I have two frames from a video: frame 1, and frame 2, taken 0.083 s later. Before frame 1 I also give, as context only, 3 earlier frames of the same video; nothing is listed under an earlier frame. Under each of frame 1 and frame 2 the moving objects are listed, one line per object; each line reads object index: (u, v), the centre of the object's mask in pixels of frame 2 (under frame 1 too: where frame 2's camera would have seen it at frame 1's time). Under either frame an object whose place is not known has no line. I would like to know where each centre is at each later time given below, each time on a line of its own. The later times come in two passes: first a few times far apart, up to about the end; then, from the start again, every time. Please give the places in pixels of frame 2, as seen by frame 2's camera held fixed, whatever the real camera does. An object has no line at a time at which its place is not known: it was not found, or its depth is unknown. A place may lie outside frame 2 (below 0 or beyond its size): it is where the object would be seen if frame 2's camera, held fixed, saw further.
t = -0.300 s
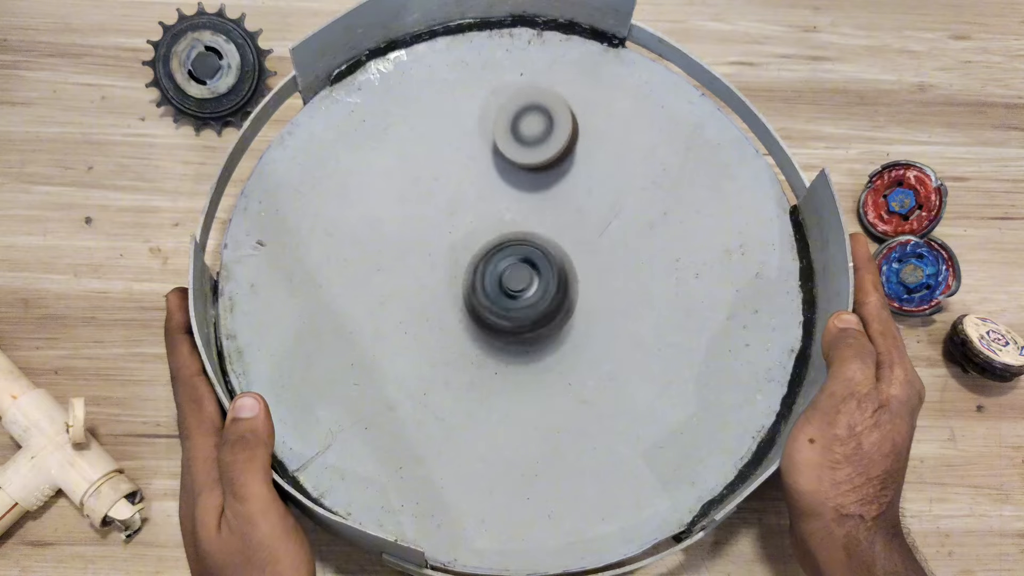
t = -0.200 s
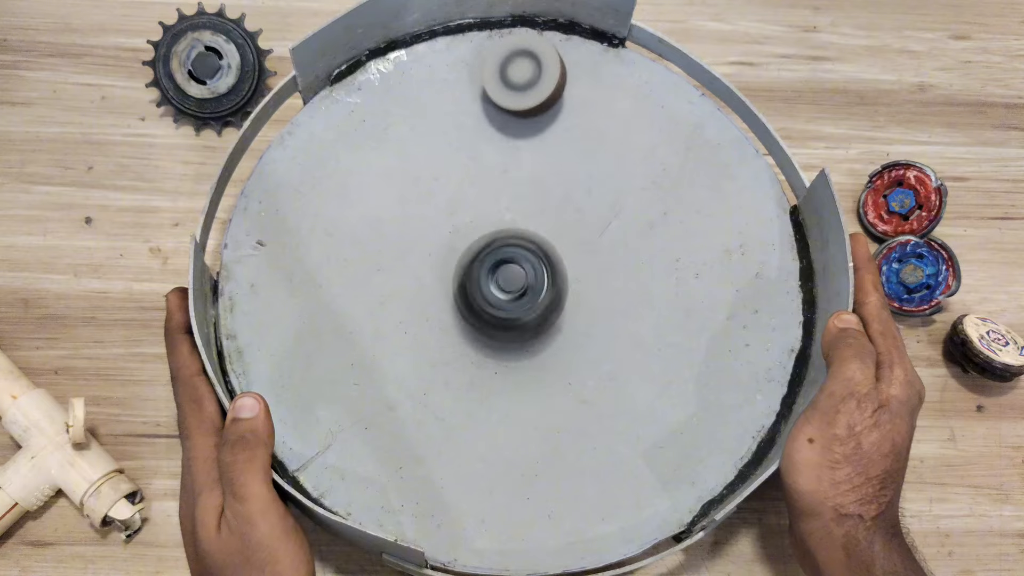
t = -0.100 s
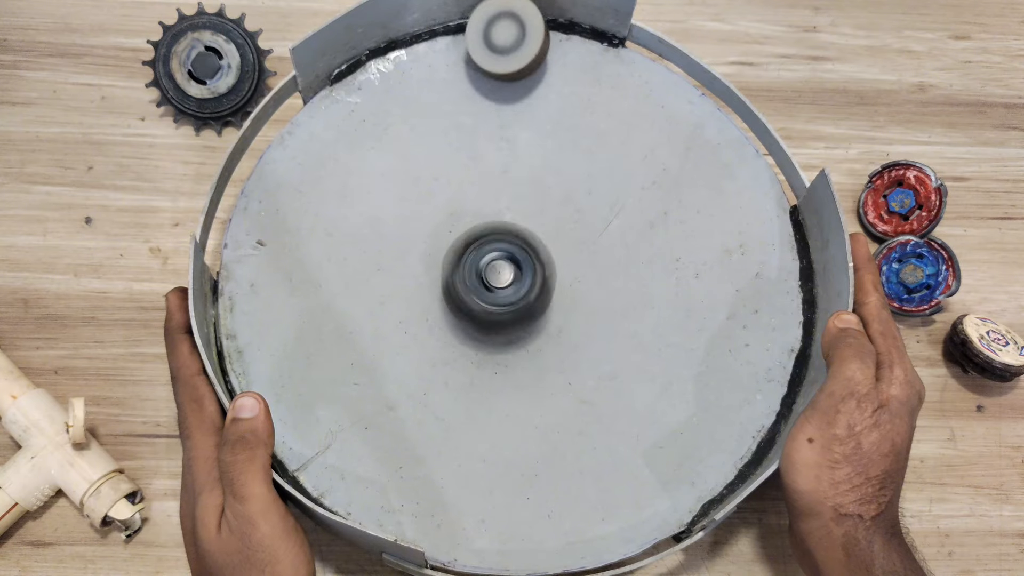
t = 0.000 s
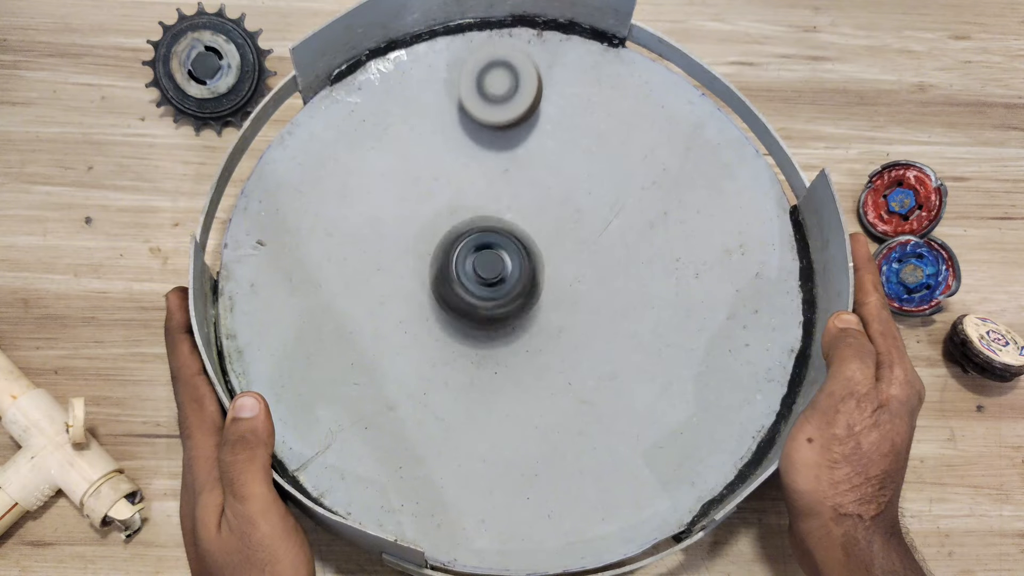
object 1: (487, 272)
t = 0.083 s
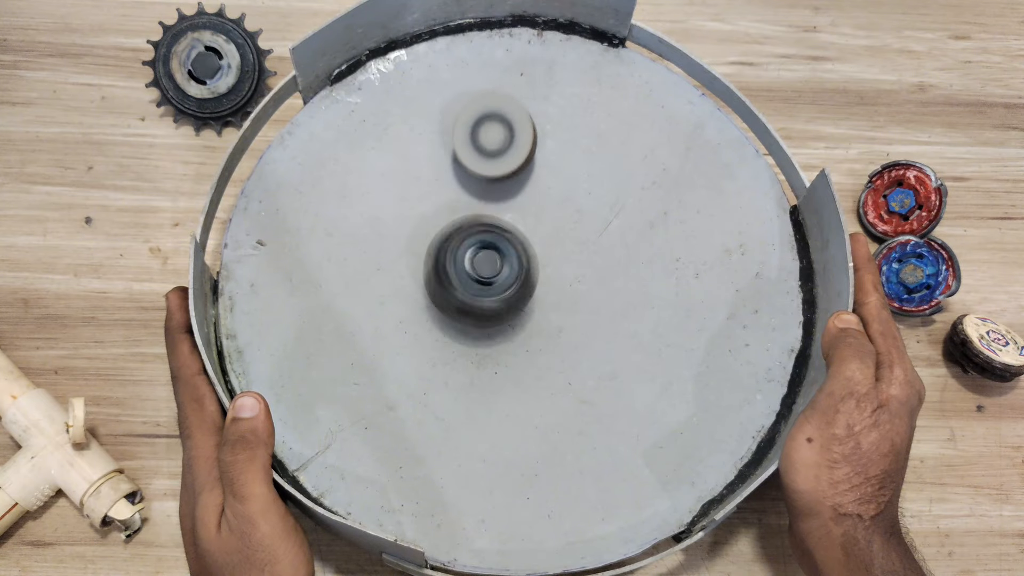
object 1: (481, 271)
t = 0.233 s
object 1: (490, 298)
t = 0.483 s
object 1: (523, 316)
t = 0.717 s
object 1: (555, 307)
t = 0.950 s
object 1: (526, 280)
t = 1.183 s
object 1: (485, 286)
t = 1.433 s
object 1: (504, 291)
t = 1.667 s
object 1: (524, 267)
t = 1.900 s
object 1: (496, 262)
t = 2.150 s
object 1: (492, 294)
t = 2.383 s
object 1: (518, 296)
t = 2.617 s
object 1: (504, 278)
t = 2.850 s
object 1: (480, 287)
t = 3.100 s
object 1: (505, 299)
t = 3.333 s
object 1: (515, 285)
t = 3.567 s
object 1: (489, 288)
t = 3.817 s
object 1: (499, 299)
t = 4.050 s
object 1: (505, 282)
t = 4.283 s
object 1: (486, 281)
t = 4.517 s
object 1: (497, 291)
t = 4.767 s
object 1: (508, 272)
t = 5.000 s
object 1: (478, 265)
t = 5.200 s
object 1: (471, 278)
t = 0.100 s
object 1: (481, 271)
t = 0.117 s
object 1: (480, 271)
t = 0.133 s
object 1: (480, 270)
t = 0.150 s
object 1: (480, 273)
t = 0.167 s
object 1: (482, 279)
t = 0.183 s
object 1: (483, 284)
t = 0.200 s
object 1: (485, 289)
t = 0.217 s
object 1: (488, 294)
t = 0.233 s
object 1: (490, 298)
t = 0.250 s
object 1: (493, 299)
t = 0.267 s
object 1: (494, 303)
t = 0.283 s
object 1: (497, 305)
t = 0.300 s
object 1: (499, 308)
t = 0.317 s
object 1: (501, 309)
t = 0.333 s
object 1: (504, 311)
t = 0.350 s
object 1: (506, 312)
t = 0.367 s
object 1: (508, 313)
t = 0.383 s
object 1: (510, 314)
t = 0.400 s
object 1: (513, 315)
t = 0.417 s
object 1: (515, 315)
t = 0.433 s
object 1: (517, 316)
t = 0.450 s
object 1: (519, 316)
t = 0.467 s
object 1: (521, 316)
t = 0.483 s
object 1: (523, 316)
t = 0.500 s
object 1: (525, 315)
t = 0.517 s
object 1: (526, 314)
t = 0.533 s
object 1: (528, 313)
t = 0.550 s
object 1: (529, 312)
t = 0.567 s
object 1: (530, 311)
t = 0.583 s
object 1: (531, 310)
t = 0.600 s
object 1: (535, 310)
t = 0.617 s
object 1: (540, 311)
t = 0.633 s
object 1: (544, 312)
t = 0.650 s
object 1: (546, 312)
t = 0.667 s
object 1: (549, 312)
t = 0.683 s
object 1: (552, 310)
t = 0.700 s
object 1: (553, 309)
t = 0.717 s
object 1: (555, 307)
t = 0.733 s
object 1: (554, 306)
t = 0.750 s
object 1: (555, 304)
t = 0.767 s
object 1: (555, 301)
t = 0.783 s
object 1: (554, 298)
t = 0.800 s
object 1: (552, 296)
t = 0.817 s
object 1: (550, 295)
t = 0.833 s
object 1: (548, 292)
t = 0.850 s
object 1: (546, 290)
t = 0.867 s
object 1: (543, 288)
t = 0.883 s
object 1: (540, 288)
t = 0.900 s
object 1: (537, 284)
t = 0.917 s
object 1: (533, 283)
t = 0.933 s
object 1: (530, 282)
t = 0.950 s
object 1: (526, 280)
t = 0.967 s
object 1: (522, 281)
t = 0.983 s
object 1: (519, 281)
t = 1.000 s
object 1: (515, 279)
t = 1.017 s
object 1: (510, 279)
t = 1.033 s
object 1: (507, 281)
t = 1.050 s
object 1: (504, 279)
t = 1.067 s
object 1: (501, 281)
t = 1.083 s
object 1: (498, 281)
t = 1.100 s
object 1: (495, 282)
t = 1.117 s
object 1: (493, 281)
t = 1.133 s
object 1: (491, 285)
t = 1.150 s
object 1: (489, 284)
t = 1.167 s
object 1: (487, 285)
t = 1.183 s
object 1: (485, 286)
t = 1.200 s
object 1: (484, 287)
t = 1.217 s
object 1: (483, 287)
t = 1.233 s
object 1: (481, 289)
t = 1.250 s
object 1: (480, 290)
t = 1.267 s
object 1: (480, 291)
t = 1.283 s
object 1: (480, 292)
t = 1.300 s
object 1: (479, 292)
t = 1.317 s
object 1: (480, 294)
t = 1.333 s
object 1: (482, 294)
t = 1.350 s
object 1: (484, 295)
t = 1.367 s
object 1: (487, 295)
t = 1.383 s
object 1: (491, 293)
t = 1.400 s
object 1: (496, 293)
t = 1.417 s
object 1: (500, 292)
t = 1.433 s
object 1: (504, 291)
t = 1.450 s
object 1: (507, 290)
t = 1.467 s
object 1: (510, 287)
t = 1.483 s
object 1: (513, 285)
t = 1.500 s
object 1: (516, 284)
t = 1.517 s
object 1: (518, 283)
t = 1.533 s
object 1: (520, 281)
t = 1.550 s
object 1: (521, 279)
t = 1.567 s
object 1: (522, 276)
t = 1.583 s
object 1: (523, 275)
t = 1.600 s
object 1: (524, 273)
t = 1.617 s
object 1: (524, 273)
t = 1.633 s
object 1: (524, 270)
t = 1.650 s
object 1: (524, 268)
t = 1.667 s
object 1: (524, 267)
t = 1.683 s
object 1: (523, 265)
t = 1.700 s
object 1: (522, 265)
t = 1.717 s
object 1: (521, 262)
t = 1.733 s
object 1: (519, 260)
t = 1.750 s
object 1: (517, 260)
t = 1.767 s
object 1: (515, 260)
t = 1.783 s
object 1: (513, 258)
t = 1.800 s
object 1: (511, 261)
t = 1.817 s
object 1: (509, 257)
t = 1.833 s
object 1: (506, 259)
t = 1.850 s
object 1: (503, 263)
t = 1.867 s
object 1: (501, 261)
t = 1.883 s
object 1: (499, 264)
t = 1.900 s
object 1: (496, 262)
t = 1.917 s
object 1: (494, 268)
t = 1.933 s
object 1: (491, 268)
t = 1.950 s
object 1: (490, 270)
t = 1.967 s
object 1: (489, 272)
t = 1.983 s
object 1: (487, 273)
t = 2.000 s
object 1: (487, 276)
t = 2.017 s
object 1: (486, 279)
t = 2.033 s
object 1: (485, 281)
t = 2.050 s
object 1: (486, 283)
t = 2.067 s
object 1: (486, 284)
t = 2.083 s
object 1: (487, 286)
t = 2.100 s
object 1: (487, 289)
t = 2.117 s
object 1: (489, 290)
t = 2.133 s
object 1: (490, 292)
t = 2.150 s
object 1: (492, 294)
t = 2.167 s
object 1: (494, 295)
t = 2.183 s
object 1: (496, 297)
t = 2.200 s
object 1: (498, 299)
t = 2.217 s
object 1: (501, 300)
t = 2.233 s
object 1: (503, 300)
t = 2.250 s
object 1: (506, 301)
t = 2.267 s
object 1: (509, 302)
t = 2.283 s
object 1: (512, 302)
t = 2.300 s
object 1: (514, 301)
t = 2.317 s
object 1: (517, 300)
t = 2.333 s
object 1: (516, 299)
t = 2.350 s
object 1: (517, 298)
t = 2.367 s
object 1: (518, 298)
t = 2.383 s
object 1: (518, 296)
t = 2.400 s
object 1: (518, 295)
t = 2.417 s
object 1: (519, 294)
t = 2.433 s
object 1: (520, 293)
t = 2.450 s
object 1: (520, 291)
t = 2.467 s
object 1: (519, 289)
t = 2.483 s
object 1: (519, 287)
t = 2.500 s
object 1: (518, 285)
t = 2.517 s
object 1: (516, 284)
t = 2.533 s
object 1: (515, 282)
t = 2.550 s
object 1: (513, 281)
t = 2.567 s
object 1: (511, 279)
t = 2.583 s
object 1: (509, 279)
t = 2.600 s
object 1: (506, 279)
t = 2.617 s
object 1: (504, 278)
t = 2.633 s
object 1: (501, 278)
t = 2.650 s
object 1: (499, 277)
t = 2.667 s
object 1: (496, 278)
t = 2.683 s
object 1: (495, 278)
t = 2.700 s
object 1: (492, 279)
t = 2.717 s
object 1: (489, 279)
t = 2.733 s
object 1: (487, 280)
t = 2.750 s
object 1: (486, 279)
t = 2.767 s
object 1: (484, 280)
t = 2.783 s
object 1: (483, 282)
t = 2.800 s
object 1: (482, 283)
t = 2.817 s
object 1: (481, 284)
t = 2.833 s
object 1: (481, 286)
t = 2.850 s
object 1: (480, 287)
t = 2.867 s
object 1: (481, 288)
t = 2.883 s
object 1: (481, 290)
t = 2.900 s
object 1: (482, 291)
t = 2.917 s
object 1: (483, 292)
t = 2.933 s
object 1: (484, 294)
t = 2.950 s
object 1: (485, 295)
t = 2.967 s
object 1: (487, 296)
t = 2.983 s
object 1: (489, 298)
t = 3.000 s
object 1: (491, 299)
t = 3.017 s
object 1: (493, 299)
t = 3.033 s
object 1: (495, 299)
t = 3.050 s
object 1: (498, 299)
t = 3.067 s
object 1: (500, 300)
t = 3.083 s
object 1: (502, 300)
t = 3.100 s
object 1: (505, 299)
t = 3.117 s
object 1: (507, 297)
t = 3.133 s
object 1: (509, 296)
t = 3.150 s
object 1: (512, 297)
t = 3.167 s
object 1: (514, 298)
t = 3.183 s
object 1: (515, 298)
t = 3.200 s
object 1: (517, 297)
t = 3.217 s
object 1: (518, 295)
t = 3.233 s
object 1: (519, 294)
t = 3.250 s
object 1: (520, 292)
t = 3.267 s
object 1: (519, 290)
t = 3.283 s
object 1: (519, 290)
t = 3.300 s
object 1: (518, 288)
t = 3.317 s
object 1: (517, 286)
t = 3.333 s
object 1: (515, 285)
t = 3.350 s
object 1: (514, 285)
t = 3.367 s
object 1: (512, 285)
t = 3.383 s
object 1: (510, 284)
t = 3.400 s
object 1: (507, 284)
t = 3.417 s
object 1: (505, 284)
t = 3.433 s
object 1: (503, 285)
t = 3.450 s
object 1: (501, 285)
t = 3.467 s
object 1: (498, 285)
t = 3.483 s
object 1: (497, 285)
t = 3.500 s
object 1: (495, 285)
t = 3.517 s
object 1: (493, 285)
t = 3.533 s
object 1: (492, 287)
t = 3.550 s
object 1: (490, 287)
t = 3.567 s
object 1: (489, 288)
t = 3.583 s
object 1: (488, 289)
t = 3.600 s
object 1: (487, 289)
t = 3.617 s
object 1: (487, 290)
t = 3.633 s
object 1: (487, 291)
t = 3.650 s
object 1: (487, 293)
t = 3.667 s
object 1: (488, 294)
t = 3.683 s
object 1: (489, 295)
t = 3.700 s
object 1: (490, 296)
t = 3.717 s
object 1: (490, 297)
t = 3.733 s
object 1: (491, 298)
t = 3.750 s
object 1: (493, 299)
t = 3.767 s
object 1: (495, 299)
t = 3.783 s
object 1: (496, 299)
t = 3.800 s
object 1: (498, 299)
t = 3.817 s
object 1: (499, 299)
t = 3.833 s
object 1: (501, 299)
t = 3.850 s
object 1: (503, 298)
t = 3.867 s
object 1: (504, 297)
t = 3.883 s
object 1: (505, 296)
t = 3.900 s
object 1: (506, 293)
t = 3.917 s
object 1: (507, 294)
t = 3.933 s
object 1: (508, 292)
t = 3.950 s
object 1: (508, 290)
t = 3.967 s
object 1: (508, 289)
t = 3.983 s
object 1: (508, 287)
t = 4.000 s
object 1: (508, 286)
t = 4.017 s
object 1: (507, 284)
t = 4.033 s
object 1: (507, 282)
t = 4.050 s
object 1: (505, 282)
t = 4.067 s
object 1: (504, 281)
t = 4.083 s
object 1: (503, 281)
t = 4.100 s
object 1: (502, 279)
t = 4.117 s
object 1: (500, 278)
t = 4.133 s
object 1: (498, 278)
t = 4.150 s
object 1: (496, 278)
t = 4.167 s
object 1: (494, 277)
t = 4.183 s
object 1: (493, 277)
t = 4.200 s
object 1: (491, 278)
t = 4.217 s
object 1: (489, 278)
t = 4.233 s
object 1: (488, 279)
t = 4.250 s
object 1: (486, 279)
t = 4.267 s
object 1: (486, 281)
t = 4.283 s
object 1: (486, 281)
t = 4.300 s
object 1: (486, 282)
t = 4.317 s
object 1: (485, 283)
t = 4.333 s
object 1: (485, 284)
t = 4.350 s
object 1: (485, 285)
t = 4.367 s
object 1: (486, 285)
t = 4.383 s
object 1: (487, 286)
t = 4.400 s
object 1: (487, 286)
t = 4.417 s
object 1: (488, 287)
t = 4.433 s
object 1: (489, 289)
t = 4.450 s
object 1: (490, 291)
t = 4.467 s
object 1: (492, 291)
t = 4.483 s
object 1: (494, 291)
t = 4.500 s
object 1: (495, 291)
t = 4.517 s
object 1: (497, 291)
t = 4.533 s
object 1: (499, 291)
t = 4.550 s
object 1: (501, 290)
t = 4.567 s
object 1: (502, 289)
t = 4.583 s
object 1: (503, 288)
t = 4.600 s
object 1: (504, 287)
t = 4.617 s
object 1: (505, 286)
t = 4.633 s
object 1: (506, 285)
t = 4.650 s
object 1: (506, 283)
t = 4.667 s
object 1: (506, 282)
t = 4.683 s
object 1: (507, 281)
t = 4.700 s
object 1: (507, 278)
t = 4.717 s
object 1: (507, 277)
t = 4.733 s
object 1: (507, 276)
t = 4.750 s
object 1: (508, 274)
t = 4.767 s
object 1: (508, 272)
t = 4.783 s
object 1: (507, 270)
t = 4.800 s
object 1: (506, 267)
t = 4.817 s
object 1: (505, 265)
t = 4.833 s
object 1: (503, 265)
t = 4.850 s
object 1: (501, 265)
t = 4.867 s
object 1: (499, 261)
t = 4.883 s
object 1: (497, 260)
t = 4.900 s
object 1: (494, 260)
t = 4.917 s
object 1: (491, 260)
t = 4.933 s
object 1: (488, 261)
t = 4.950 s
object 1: (485, 260)
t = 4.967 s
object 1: (483, 261)
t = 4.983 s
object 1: (480, 264)
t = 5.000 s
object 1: (478, 265)
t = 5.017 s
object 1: (476, 261)
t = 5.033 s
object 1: (474, 267)
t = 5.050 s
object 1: (473, 268)
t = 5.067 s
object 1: (472, 262)
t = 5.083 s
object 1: (471, 267)
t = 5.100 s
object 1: (469, 265)
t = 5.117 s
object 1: (468, 269)
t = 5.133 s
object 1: (468, 272)
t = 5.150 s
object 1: (470, 272)
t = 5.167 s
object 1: (471, 273)
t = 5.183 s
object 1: (471, 275)
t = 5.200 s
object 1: (471, 278)
